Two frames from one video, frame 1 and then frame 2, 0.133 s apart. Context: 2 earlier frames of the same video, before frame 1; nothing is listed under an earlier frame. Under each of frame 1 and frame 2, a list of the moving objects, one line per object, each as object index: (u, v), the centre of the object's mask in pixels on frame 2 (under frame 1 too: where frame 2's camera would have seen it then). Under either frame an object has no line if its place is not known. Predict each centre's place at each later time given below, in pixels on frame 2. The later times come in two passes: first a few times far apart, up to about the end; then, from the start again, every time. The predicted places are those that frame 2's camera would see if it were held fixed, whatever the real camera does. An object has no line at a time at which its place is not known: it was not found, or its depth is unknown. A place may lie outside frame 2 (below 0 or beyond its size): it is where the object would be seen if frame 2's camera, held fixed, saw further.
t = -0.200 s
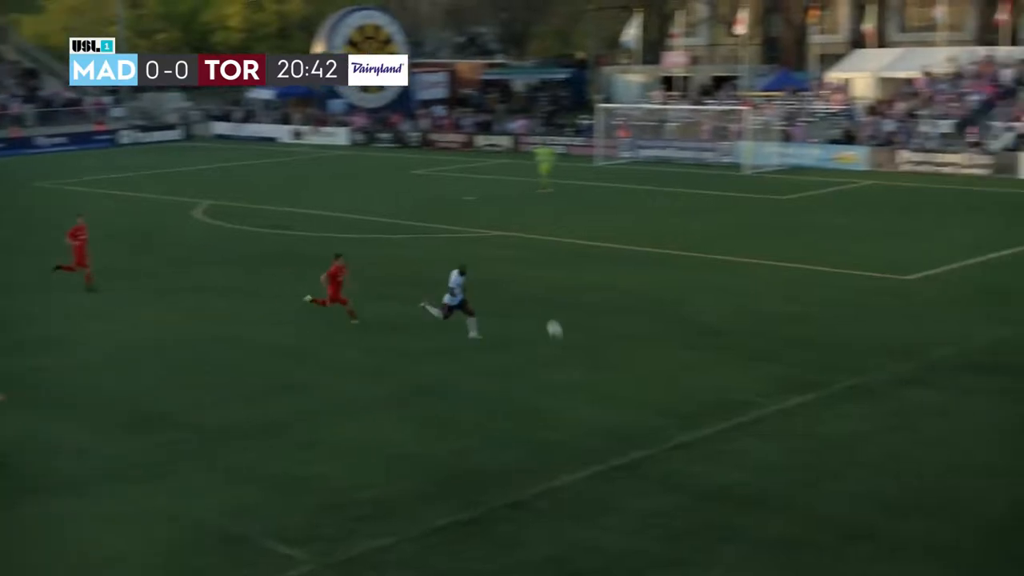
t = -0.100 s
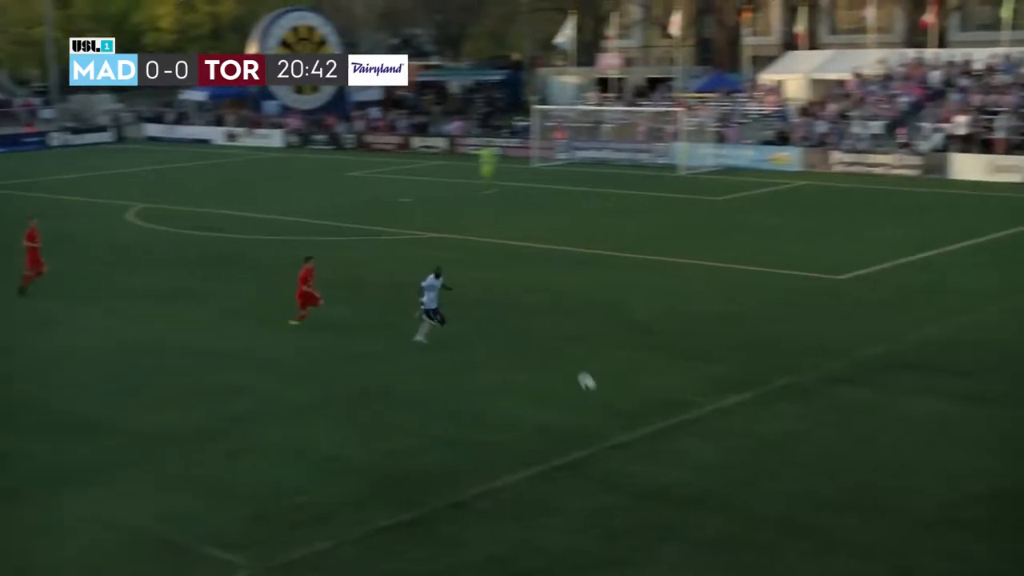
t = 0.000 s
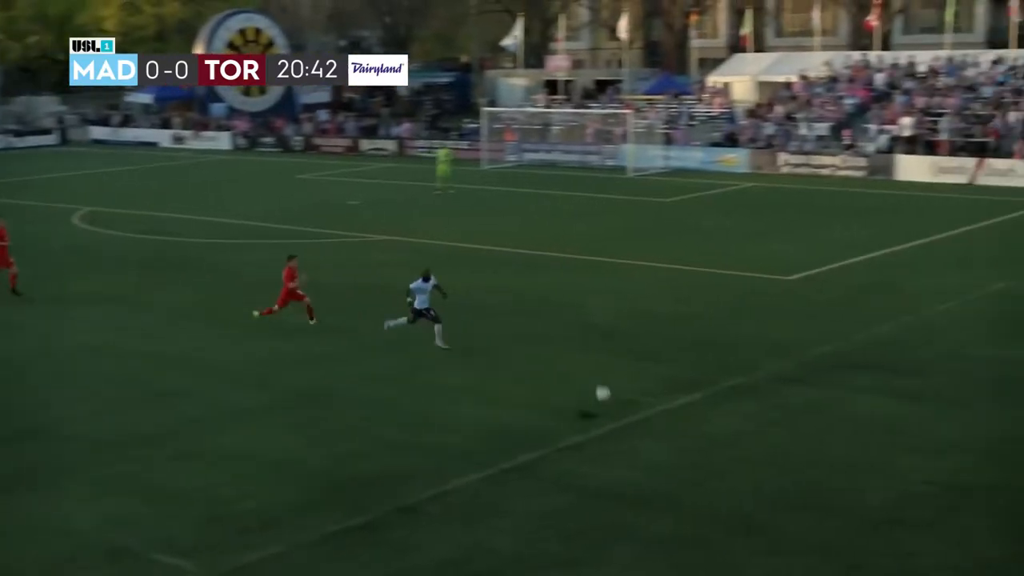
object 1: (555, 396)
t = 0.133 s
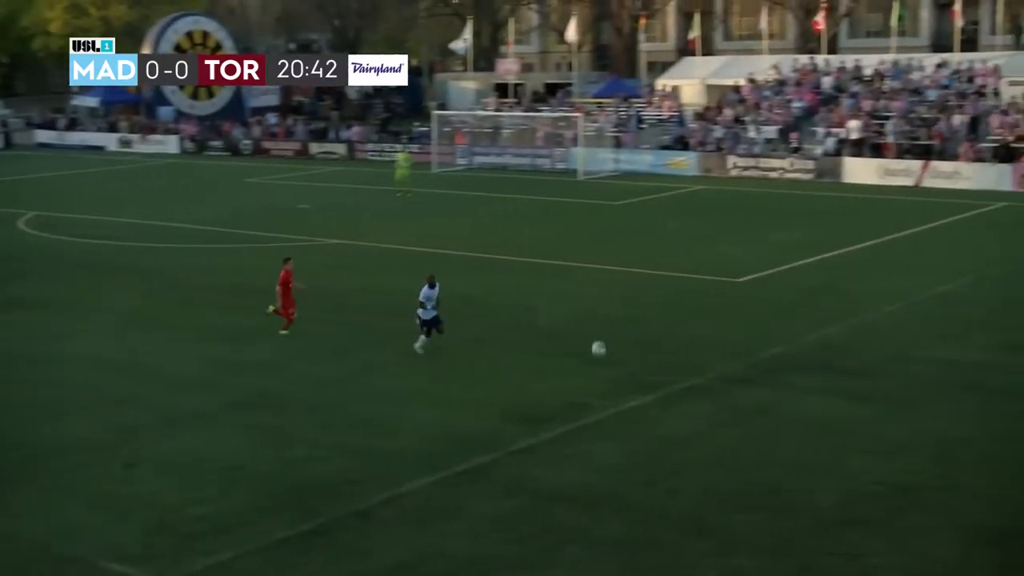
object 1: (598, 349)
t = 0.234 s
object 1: (631, 321)
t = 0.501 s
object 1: (720, 280)
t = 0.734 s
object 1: (797, 282)
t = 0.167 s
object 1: (609, 338)
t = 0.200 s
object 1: (620, 329)
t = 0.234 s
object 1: (631, 321)
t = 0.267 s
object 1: (642, 313)
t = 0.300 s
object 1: (653, 306)
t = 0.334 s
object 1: (665, 300)
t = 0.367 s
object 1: (675, 294)
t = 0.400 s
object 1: (687, 289)
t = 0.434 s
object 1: (698, 285)
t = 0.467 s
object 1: (709, 283)
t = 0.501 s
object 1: (720, 280)
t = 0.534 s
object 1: (731, 278)
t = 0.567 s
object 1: (742, 277)
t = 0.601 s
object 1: (753, 276)
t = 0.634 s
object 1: (764, 277)
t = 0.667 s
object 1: (775, 278)
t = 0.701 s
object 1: (786, 279)
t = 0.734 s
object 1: (797, 282)
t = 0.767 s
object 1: (807, 285)
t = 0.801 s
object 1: (819, 289)
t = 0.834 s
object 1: (829, 294)
